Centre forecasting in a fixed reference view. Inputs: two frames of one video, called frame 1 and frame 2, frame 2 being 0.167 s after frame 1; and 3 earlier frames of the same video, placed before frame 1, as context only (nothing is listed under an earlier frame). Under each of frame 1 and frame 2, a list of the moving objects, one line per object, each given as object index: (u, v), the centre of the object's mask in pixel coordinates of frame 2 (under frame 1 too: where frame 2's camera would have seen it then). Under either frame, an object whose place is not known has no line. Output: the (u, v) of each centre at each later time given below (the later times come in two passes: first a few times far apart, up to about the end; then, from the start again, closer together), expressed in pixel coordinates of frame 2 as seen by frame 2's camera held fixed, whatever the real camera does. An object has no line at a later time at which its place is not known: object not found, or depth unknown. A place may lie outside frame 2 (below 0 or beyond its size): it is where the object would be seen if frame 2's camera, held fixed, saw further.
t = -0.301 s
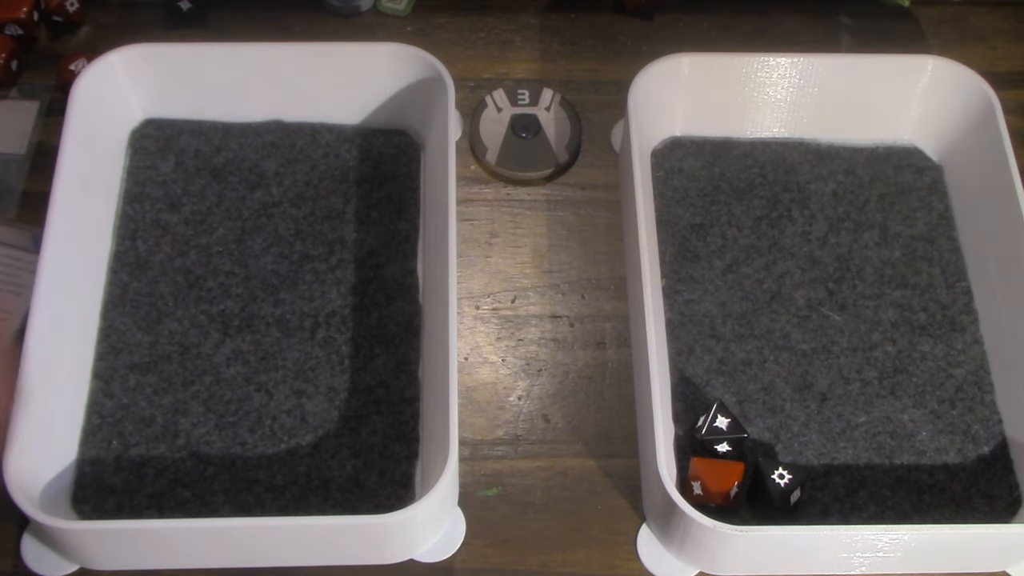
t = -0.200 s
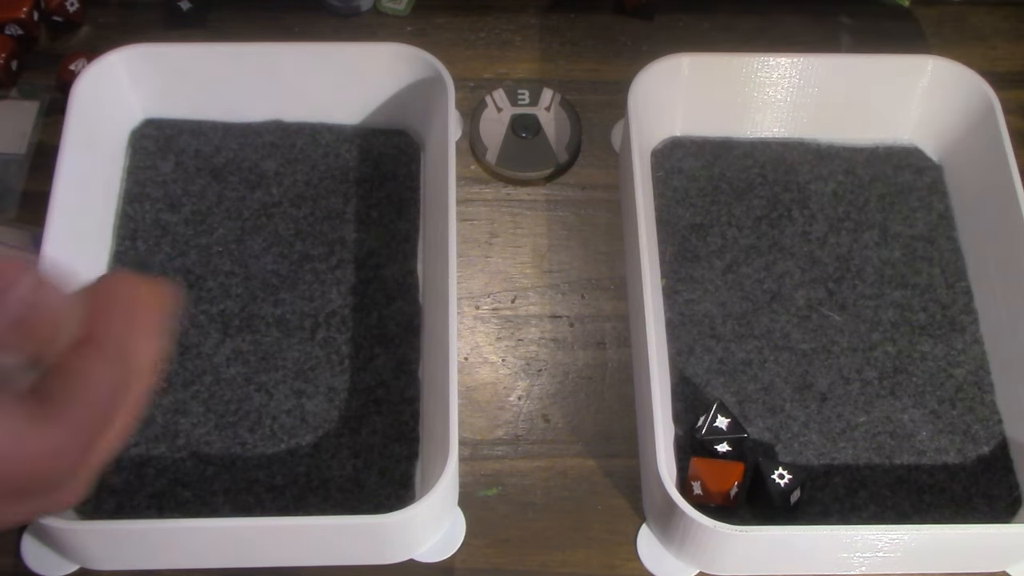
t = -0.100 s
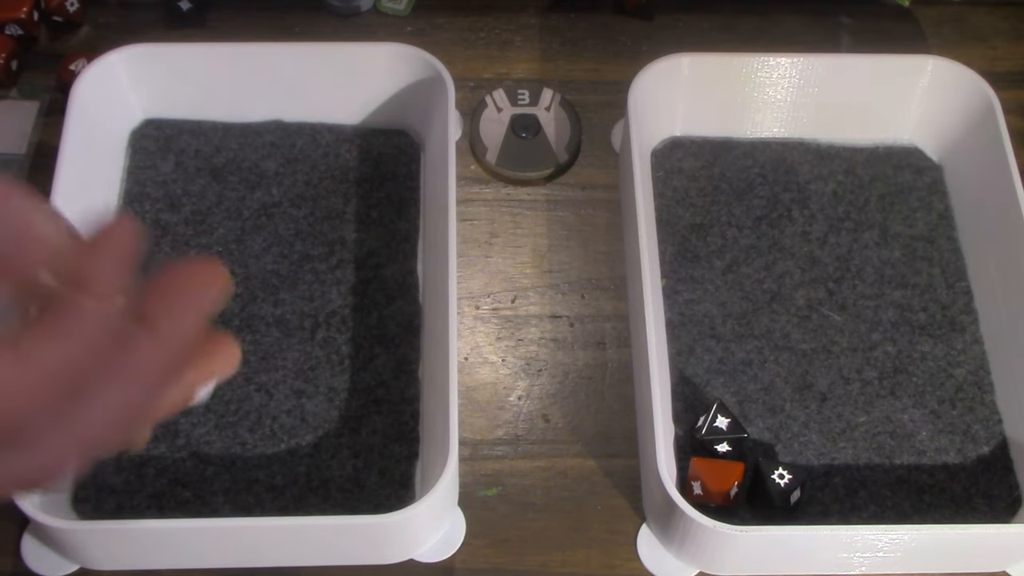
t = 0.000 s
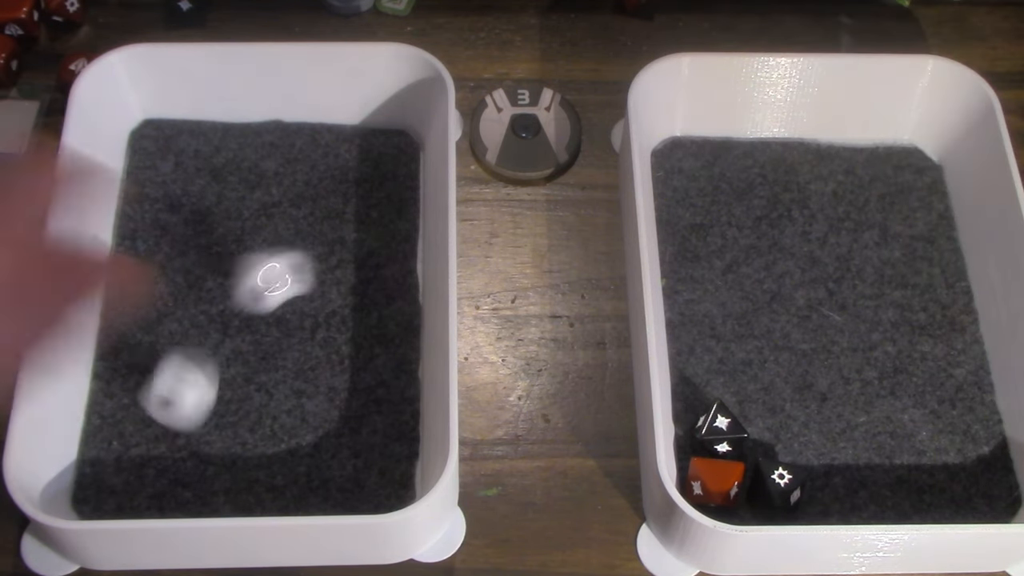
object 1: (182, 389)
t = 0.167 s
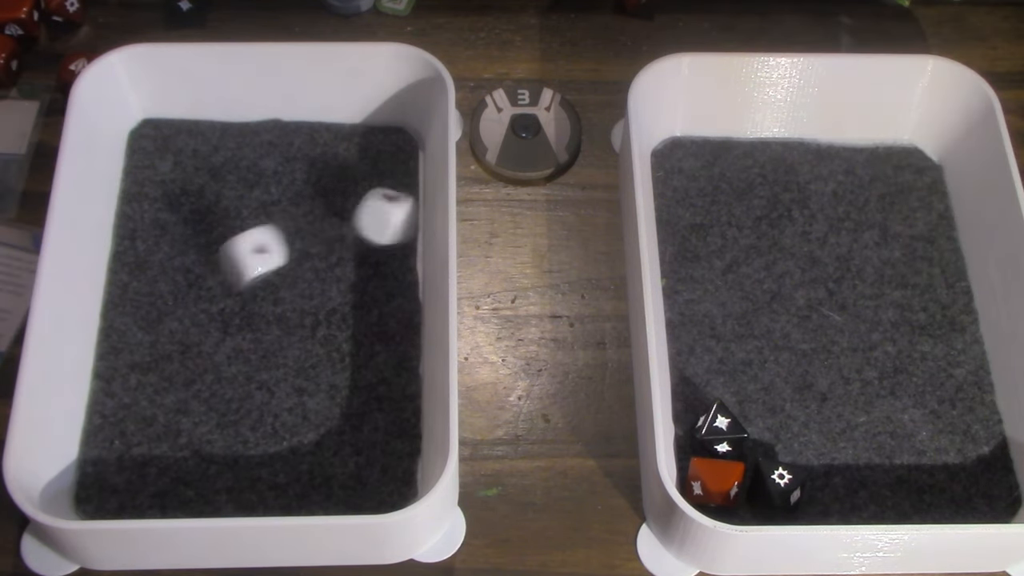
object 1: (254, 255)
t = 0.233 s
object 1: (277, 233)
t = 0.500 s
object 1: (257, 213)
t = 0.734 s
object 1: (257, 213)
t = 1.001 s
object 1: (257, 213)
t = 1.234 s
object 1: (257, 213)
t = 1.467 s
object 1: (257, 213)
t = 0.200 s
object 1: (268, 244)
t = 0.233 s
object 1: (277, 233)
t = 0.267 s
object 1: (284, 224)
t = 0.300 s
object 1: (286, 213)
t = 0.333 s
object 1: (284, 205)
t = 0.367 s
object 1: (279, 199)
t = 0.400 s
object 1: (271, 199)
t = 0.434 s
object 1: (261, 206)
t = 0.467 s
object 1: (258, 212)
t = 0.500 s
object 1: (257, 213)
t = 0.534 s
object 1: (257, 213)
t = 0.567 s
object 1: (257, 213)
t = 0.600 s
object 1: (257, 213)
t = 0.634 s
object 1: (257, 213)
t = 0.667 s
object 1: (257, 213)
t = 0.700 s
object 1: (257, 213)
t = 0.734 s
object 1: (257, 213)
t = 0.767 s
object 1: (257, 213)
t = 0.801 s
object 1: (257, 213)
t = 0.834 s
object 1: (258, 213)
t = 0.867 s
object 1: (257, 213)
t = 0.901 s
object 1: (258, 213)
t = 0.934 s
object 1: (257, 213)
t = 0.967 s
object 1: (257, 213)
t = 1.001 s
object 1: (257, 213)
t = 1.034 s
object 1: (257, 213)
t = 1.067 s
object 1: (257, 213)
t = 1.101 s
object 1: (257, 213)
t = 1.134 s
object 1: (257, 213)
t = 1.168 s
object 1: (257, 213)
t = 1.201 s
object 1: (257, 213)
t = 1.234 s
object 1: (257, 213)
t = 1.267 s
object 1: (257, 213)
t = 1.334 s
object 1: (257, 213)
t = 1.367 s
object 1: (257, 213)
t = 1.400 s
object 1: (257, 213)
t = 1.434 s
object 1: (257, 213)
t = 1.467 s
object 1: (257, 213)
